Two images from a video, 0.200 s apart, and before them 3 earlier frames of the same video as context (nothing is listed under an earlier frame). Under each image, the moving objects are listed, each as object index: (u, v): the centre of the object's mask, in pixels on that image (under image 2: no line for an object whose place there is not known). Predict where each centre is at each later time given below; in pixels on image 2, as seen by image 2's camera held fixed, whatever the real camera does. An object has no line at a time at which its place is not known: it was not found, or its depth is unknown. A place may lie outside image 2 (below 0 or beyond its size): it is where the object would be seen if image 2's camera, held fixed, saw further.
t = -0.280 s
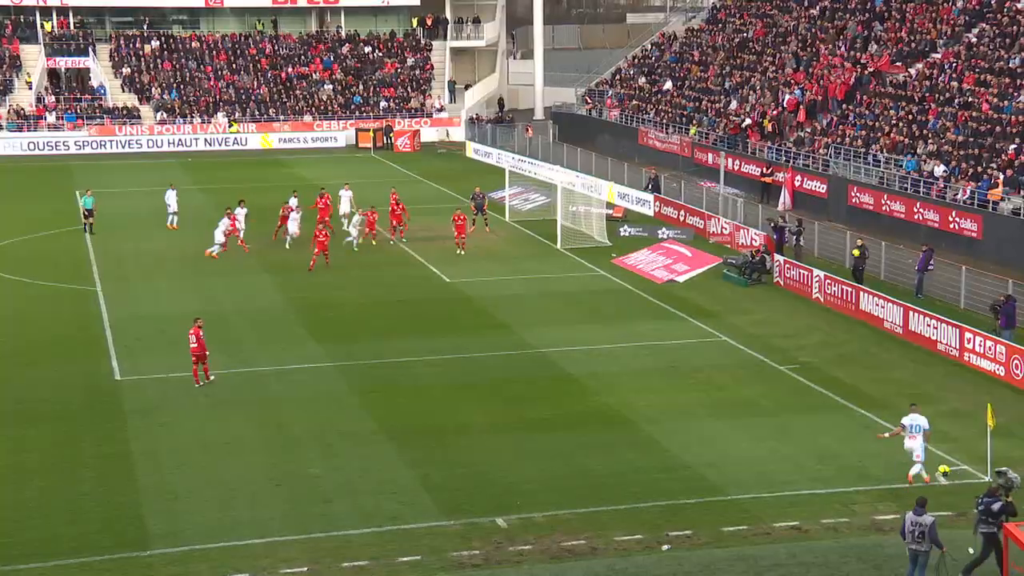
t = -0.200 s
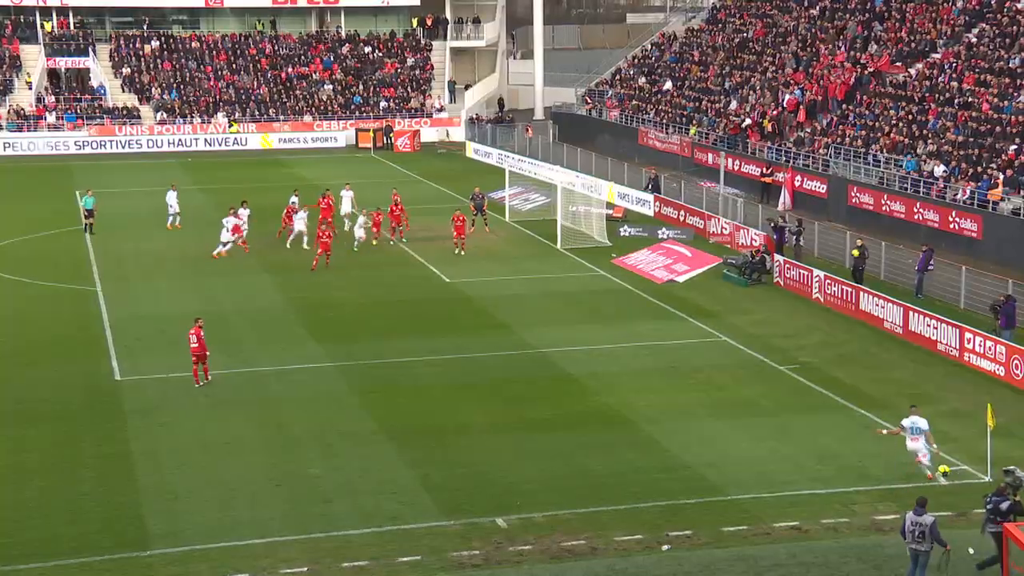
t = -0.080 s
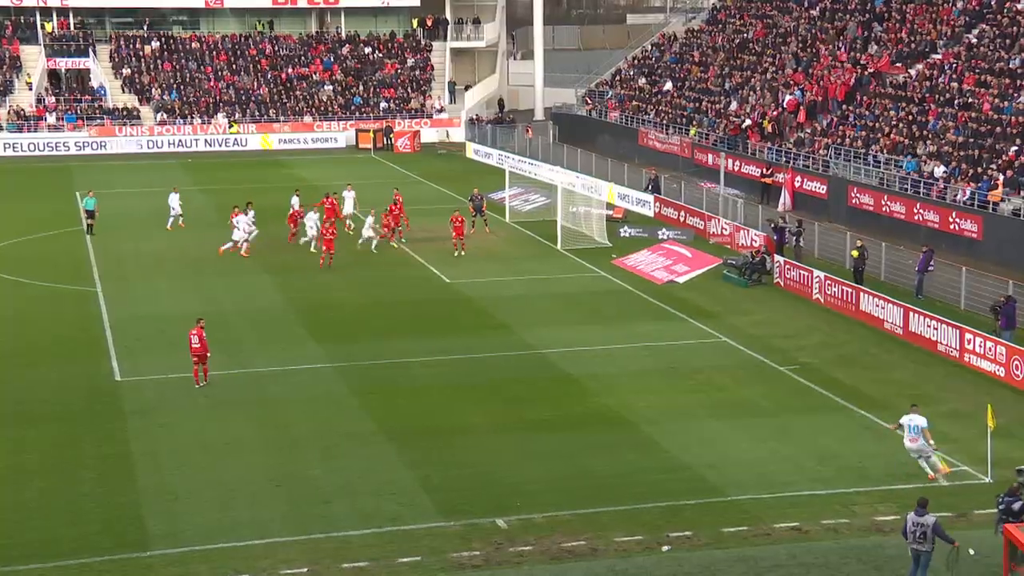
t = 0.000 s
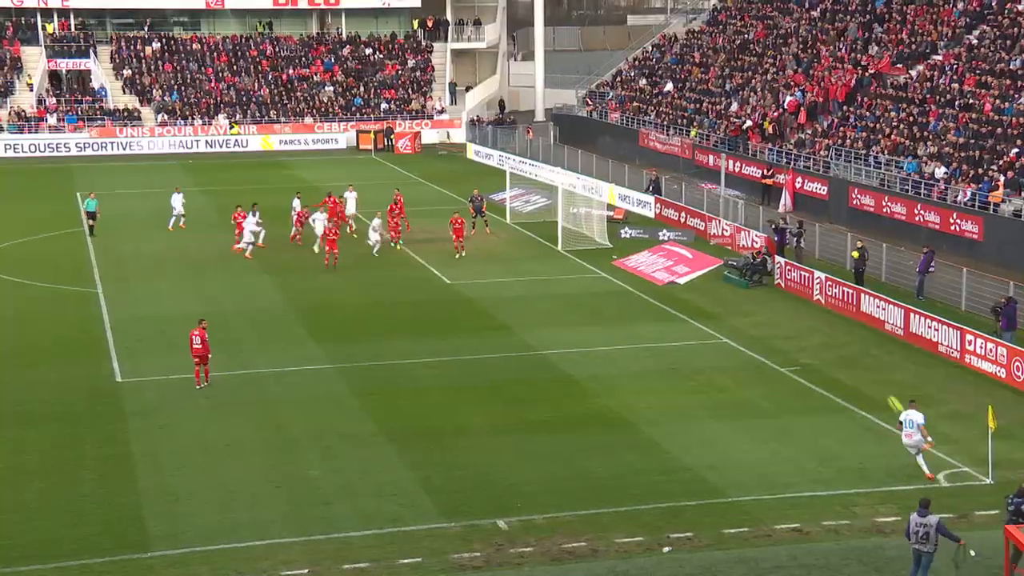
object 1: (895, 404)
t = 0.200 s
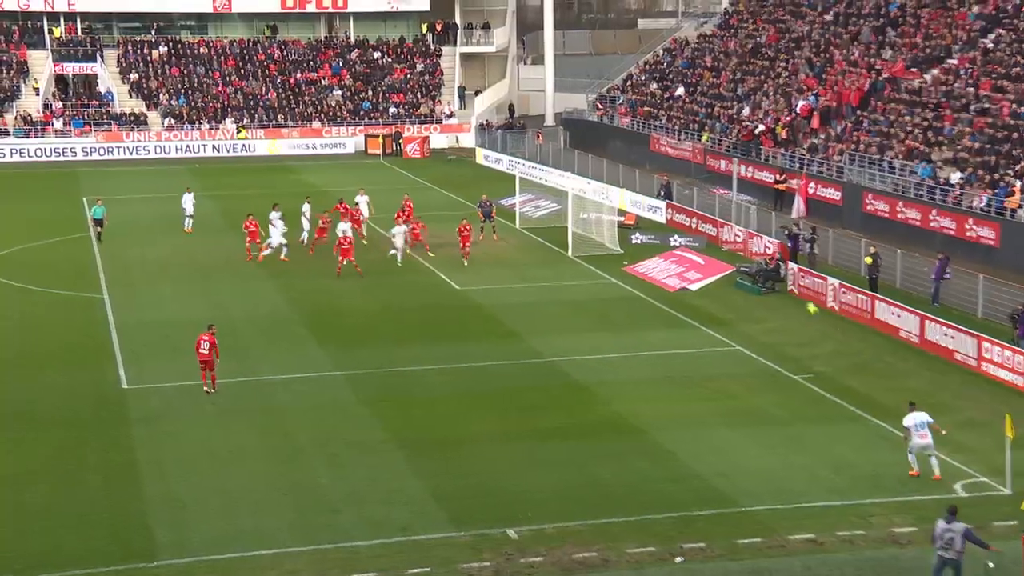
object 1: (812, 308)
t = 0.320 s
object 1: (761, 269)
